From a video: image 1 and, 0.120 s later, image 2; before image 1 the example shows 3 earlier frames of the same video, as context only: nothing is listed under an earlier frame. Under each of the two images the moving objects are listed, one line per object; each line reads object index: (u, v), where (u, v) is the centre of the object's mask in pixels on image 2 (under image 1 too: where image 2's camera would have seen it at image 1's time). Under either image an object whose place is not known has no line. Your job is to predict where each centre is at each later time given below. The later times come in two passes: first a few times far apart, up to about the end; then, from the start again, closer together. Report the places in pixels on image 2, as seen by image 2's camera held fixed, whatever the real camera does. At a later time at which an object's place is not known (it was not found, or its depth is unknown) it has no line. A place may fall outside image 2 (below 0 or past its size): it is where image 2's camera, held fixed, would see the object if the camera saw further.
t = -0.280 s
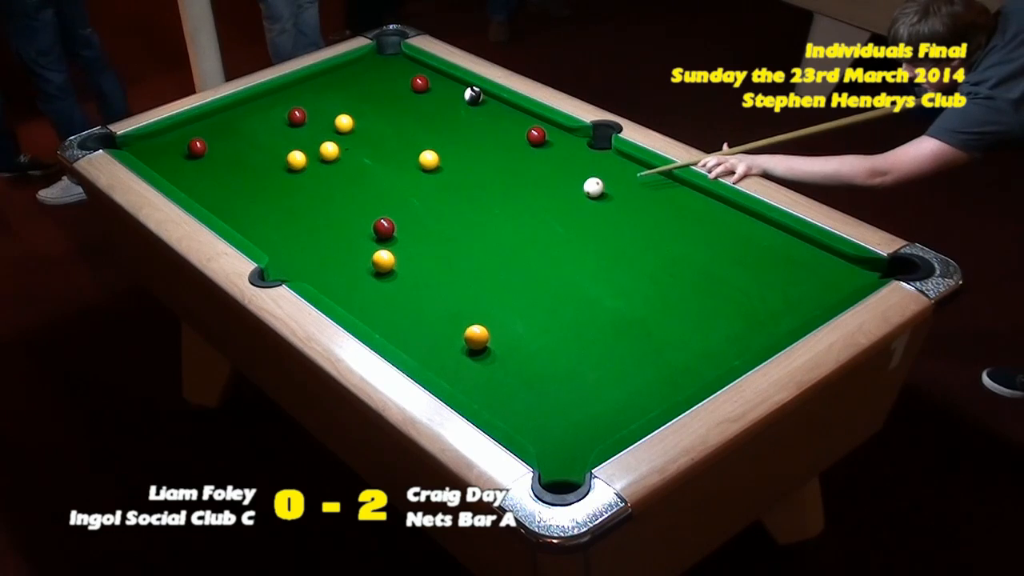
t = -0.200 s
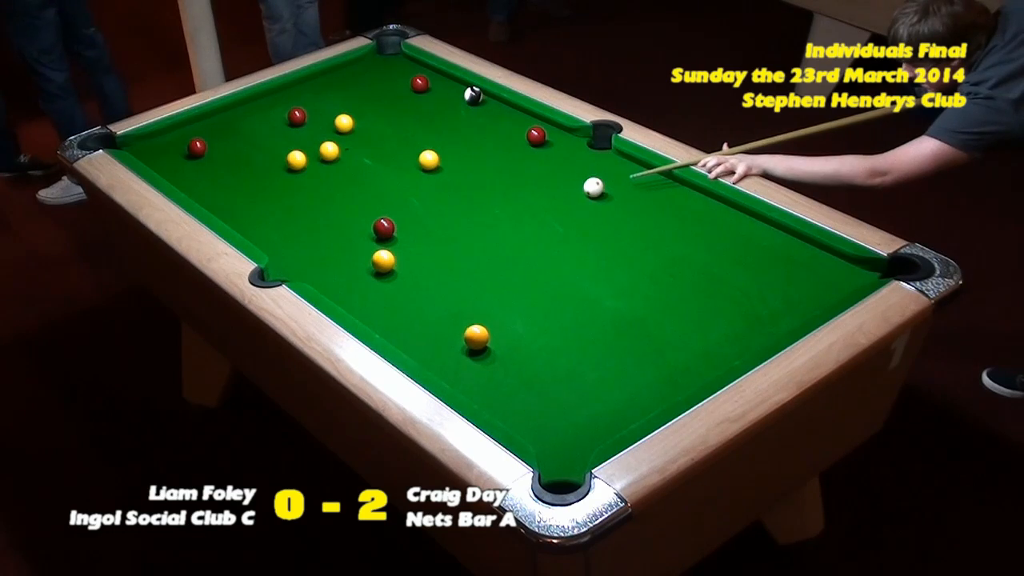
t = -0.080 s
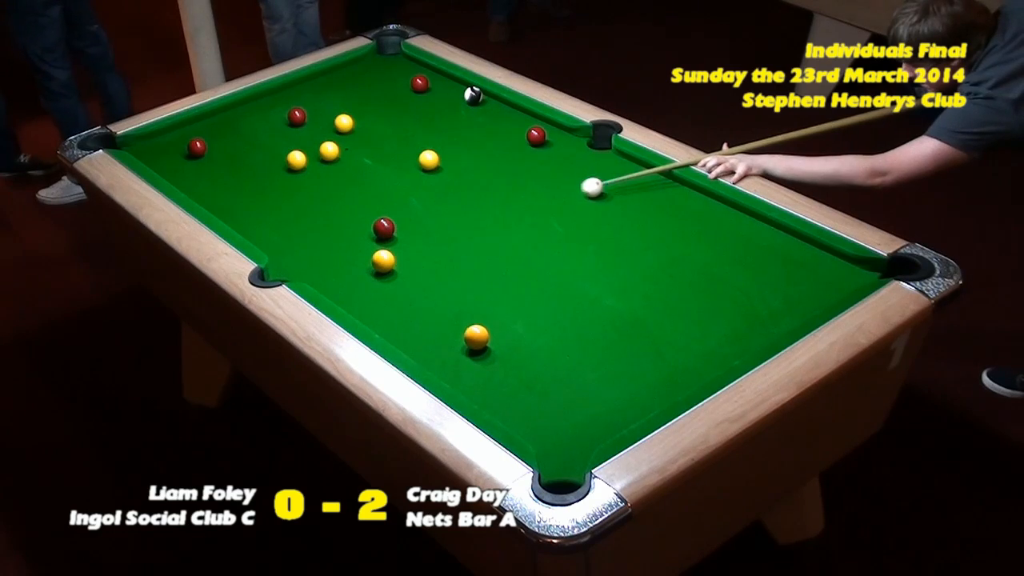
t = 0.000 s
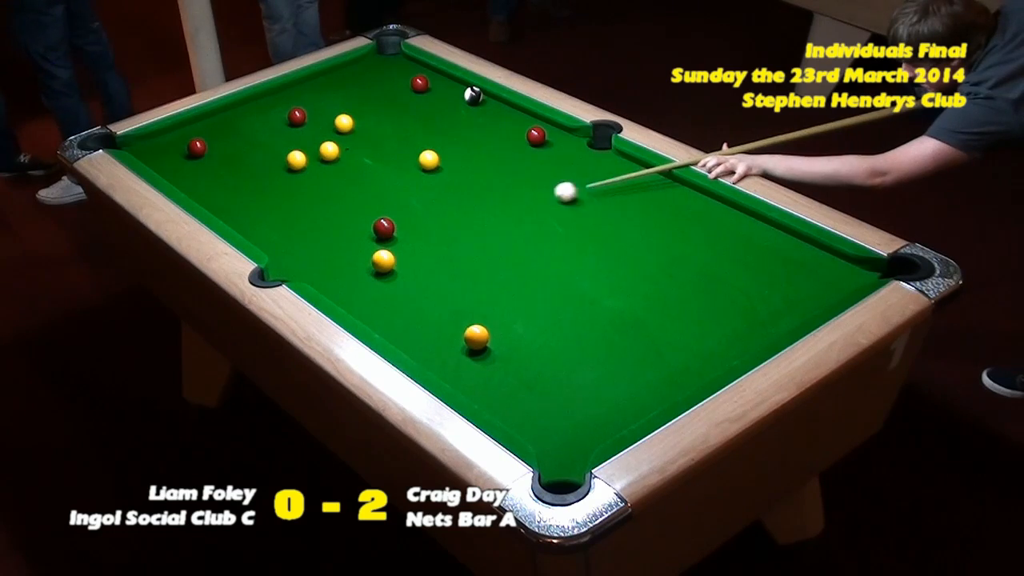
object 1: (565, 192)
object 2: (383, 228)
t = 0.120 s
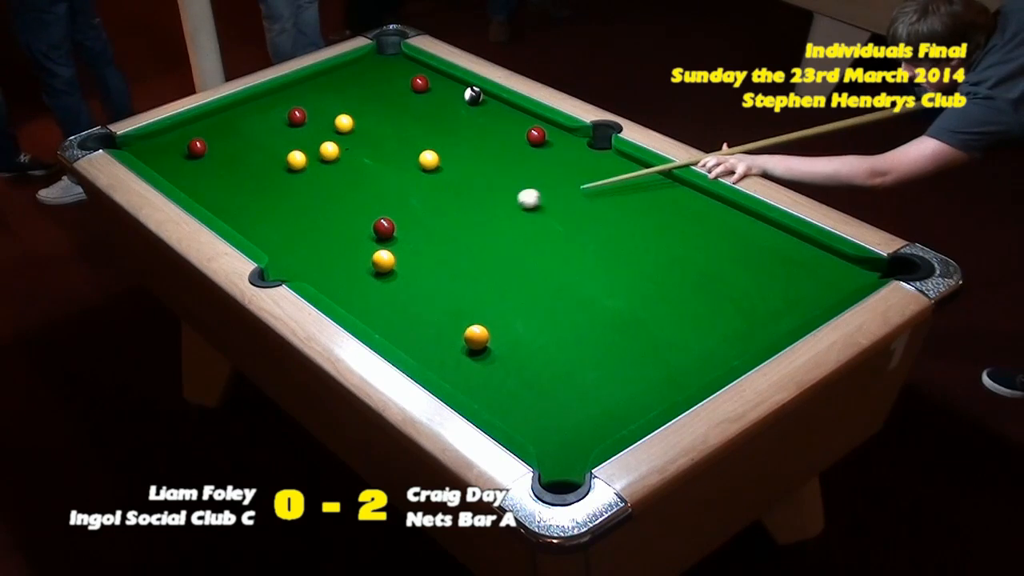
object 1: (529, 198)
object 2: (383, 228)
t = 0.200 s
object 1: (504, 203)
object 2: (384, 228)
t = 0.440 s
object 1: (431, 215)
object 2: (383, 228)
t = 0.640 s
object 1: (390, 217)
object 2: (369, 235)
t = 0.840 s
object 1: (368, 211)
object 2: (345, 246)
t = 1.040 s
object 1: (347, 206)
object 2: (322, 257)
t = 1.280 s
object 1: (324, 200)
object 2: (295, 269)
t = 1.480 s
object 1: (308, 196)
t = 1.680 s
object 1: (293, 192)
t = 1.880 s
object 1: (279, 189)
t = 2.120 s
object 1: (265, 185)
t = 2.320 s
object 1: (255, 183)
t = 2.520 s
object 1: (246, 180)
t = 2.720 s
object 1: (239, 179)
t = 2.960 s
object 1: (231, 177)
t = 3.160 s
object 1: (227, 176)
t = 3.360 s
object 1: (223, 174)
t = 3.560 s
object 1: (221, 174)
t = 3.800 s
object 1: (220, 174)
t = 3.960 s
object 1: (220, 174)
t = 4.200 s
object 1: (220, 174)
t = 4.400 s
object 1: (220, 174)
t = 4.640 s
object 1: (220, 174)
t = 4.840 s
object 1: (220, 174)
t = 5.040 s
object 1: (220, 174)
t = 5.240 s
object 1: (220, 174)
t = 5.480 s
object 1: (220, 174)
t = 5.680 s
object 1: (220, 174)
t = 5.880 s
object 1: (220, 174)
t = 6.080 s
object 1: (220, 174)
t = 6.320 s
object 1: (220, 174)
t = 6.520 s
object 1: (220, 174)
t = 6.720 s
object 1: (220, 174)
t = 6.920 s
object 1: (220, 174)
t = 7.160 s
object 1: (220, 174)
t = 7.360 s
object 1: (220, 174)
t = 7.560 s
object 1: (220, 174)
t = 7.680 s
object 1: (220, 174)
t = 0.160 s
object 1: (516, 200)
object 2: (384, 228)
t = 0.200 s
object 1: (504, 203)
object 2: (384, 228)
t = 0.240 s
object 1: (492, 205)
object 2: (384, 228)
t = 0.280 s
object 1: (480, 207)
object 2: (384, 228)
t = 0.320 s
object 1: (468, 209)
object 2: (384, 228)
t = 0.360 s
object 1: (456, 211)
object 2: (384, 228)
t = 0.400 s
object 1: (443, 213)
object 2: (384, 228)
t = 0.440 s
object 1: (431, 215)
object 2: (383, 228)
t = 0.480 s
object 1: (419, 217)
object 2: (384, 228)
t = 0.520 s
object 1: (407, 219)
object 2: (384, 228)
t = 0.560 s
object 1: (399, 219)
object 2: (381, 229)
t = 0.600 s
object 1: (395, 218)
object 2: (374, 232)
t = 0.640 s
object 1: (390, 217)
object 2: (369, 235)
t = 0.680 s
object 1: (385, 216)
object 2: (365, 237)
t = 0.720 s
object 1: (381, 215)
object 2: (360, 239)
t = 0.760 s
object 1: (376, 213)
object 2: (355, 242)
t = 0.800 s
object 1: (372, 212)
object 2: (350, 244)
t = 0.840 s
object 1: (368, 211)
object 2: (345, 246)
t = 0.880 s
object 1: (363, 210)
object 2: (340, 248)
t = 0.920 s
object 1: (359, 209)
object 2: (336, 251)
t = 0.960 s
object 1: (355, 208)
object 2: (331, 253)
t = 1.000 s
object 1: (351, 207)
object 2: (326, 255)
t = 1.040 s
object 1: (347, 206)
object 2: (322, 257)
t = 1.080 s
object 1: (343, 205)
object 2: (317, 259)
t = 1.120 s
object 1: (339, 204)
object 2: (312, 261)
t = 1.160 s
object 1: (335, 203)
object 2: (308, 263)
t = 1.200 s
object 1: (331, 202)
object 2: (304, 265)
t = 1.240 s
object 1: (328, 201)
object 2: (299, 267)
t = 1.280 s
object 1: (324, 200)
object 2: (295, 269)
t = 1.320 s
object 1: (321, 200)
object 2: (291, 271)
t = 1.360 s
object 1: (318, 199)
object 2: (286, 272)
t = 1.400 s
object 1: (314, 198)
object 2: (282, 276)
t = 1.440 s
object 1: (311, 197)
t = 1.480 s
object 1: (308, 196)
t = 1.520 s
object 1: (305, 195)
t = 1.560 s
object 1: (302, 195)
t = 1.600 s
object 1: (299, 194)
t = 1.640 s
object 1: (296, 193)
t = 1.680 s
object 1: (293, 192)
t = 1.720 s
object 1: (290, 191)
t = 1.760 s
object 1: (287, 191)
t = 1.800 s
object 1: (285, 190)
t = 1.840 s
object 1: (282, 189)
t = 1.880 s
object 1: (279, 189)
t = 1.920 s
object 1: (277, 188)
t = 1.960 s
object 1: (275, 187)
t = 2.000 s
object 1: (272, 187)
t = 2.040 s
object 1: (270, 186)
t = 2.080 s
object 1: (268, 186)
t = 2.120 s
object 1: (265, 185)
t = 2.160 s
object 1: (263, 185)
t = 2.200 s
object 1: (261, 184)
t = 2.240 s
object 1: (259, 184)
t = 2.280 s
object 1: (257, 183)
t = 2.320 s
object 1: (255, 183)
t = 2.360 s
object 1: (253, 182)
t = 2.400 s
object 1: (251, 182)
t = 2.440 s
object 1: (249, 181)
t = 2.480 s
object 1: (248, 181)
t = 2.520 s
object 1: (246, 180)
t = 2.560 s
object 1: (244, 180)
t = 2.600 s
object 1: (243, 179)
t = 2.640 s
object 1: (241, 179)
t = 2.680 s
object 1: (240, 179)
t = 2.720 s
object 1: (239, 179)
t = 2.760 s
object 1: (237, 178)
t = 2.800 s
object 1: (236, 178)
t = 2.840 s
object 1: (235, 178)
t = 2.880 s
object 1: (233, 177)
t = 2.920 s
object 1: (232, 177)
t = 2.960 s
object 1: (231, 177)
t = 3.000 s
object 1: (230, 176)
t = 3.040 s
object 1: (229, 176)
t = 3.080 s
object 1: (228, 176)
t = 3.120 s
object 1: (227, 176)
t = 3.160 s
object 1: (227, 176)
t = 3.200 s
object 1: (226, 175)
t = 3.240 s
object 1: (225, 175)
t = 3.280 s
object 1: (225, 175)
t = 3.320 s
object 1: (224, 175)
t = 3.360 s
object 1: (223, 174)
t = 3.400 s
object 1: (223, 174)
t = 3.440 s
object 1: (222, 174)
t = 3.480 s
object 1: (222, 174)
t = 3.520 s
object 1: (221, 174)
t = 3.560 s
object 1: (221, 174)
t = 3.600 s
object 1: (220, 174)
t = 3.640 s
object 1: (220, 174)
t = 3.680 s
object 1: (220, 174)
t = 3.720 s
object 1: (220, 174)
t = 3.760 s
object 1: (220, 174)
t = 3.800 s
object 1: (220, 174)
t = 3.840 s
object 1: (220, 174)
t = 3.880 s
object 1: (220, 174)
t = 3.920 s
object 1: (220, 174)
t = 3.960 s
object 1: (220, 174)
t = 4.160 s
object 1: (221, 174)
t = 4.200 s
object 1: (220, 174)
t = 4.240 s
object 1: (220, 174)
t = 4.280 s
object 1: (220, 174)
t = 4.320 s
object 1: (220, 174)
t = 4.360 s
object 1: (220, 174)
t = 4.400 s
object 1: (220, 174)
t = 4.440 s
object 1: (220, 174)
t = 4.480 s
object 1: (220, 174)
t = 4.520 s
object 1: (220, 174)
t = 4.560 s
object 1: (220, 174)
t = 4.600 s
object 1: (220, 174)
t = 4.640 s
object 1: (220, 174)
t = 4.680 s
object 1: (220, 174)
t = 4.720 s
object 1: (220, 174)
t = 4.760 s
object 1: (220, 174)
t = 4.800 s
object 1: (220, 174)
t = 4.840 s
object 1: (220, 174)
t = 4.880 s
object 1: (220, 174)
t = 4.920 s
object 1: (220, 174)
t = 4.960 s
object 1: (220, 174)
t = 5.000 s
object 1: (220, 174)
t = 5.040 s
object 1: (220, 174)
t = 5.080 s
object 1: (220, 174)
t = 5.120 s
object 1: (220, 174)
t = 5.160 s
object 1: (220, 174)
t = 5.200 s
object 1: (220, 174)
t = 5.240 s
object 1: (220, 174)
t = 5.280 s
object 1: (220, 174)
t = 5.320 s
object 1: (220, 174)
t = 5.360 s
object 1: (220, 174)
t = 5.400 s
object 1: (220, 174)
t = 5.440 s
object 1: (220, 174)
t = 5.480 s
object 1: (220, 174)
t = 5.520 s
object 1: (220, 174)
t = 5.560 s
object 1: (220, 174)
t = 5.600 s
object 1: (220, 174)
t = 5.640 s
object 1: (220, 174)
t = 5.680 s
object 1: (220, 174)
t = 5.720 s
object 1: (220, 174)
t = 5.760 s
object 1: (220, 174)
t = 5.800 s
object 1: (220, 174)
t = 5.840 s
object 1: (220, 174)
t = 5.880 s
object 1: (220, 174)
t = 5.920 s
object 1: (220, 174)
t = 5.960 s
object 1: (220, 174)
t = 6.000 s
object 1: (220, 174)
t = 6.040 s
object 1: (220, 174)
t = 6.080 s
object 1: (220, 174)
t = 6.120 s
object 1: (220, 174)
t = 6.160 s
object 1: (220, 174)
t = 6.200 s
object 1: (220, 174)
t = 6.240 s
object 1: (220, 174)
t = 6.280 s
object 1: (220, 174)
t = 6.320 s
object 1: (220, 174)
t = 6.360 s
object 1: (220, 174)
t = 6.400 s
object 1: (220, 174)
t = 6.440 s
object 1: (220, 174)
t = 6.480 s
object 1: (220, 174)
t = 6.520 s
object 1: (220, 174)
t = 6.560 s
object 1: (220, 174)
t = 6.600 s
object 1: (220, 174)
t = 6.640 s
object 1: (220, 174)
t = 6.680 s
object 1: (220, 174)
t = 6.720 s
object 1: (220, 174)
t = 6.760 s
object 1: (220, 174)
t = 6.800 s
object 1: (220, 174)
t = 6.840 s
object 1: (220, 174)
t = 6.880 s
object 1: (220, 174)
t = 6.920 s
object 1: (220, 174)
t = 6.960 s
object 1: (220, 174)
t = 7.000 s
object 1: (220, 174)
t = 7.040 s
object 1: (220, 174)
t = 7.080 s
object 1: (220, 174)
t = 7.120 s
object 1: (220, 174)
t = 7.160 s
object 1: (220, 174)
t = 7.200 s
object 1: (220, 174)
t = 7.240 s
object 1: (220, 174)
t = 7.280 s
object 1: (220, 174)
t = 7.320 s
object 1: (220, 174)
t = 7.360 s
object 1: (220, 174)
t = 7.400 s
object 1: (220, 174)
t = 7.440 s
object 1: (220, 174)
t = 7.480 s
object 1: (220, 174)
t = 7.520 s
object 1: (220, 174)
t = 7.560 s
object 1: (220, 174)
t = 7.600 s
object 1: (220, 174)
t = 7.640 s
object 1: (220, 174)
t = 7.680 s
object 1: (220, 174)
